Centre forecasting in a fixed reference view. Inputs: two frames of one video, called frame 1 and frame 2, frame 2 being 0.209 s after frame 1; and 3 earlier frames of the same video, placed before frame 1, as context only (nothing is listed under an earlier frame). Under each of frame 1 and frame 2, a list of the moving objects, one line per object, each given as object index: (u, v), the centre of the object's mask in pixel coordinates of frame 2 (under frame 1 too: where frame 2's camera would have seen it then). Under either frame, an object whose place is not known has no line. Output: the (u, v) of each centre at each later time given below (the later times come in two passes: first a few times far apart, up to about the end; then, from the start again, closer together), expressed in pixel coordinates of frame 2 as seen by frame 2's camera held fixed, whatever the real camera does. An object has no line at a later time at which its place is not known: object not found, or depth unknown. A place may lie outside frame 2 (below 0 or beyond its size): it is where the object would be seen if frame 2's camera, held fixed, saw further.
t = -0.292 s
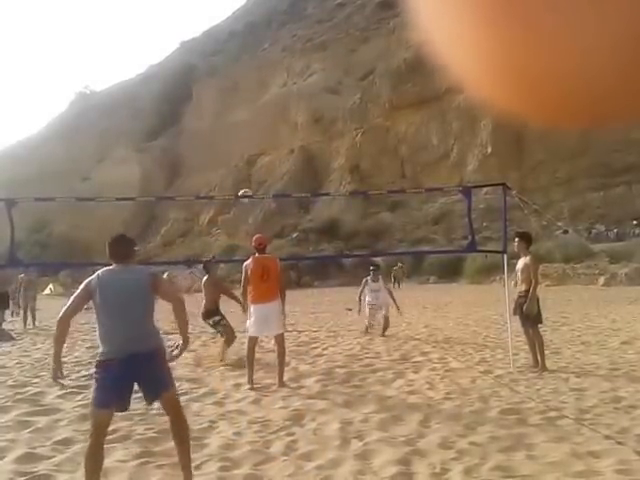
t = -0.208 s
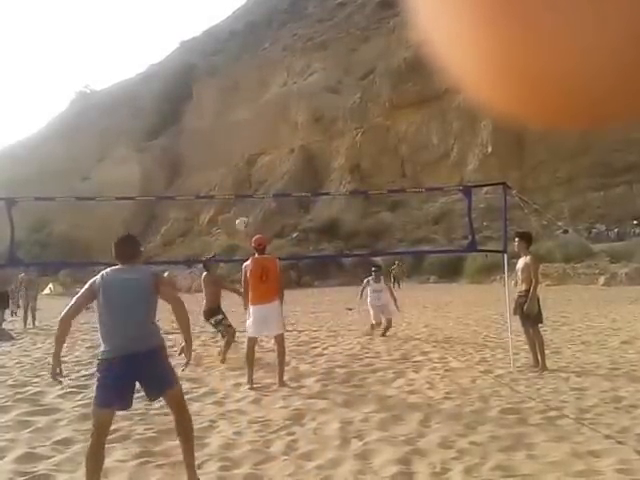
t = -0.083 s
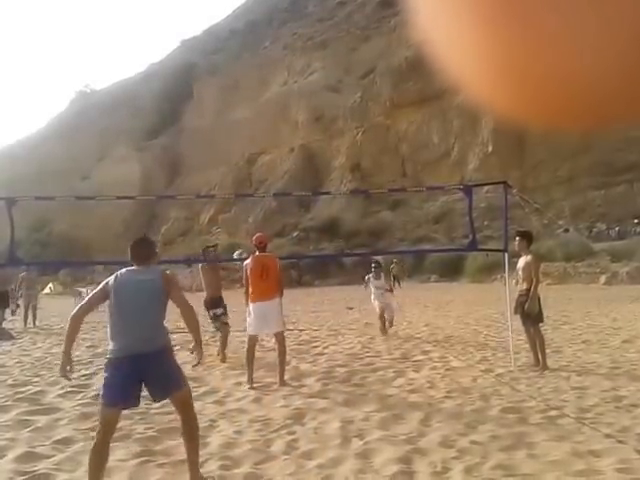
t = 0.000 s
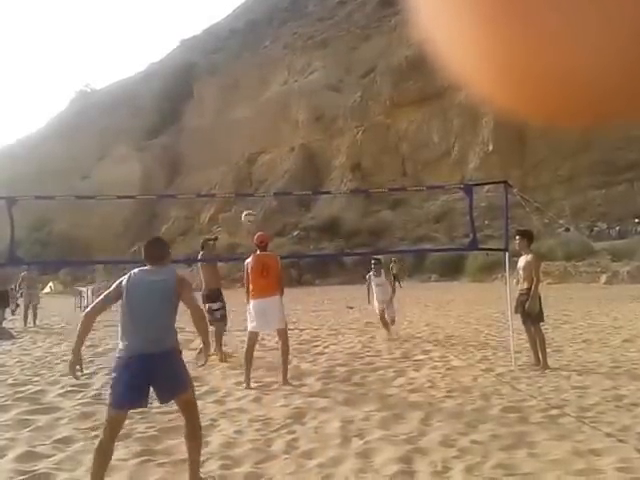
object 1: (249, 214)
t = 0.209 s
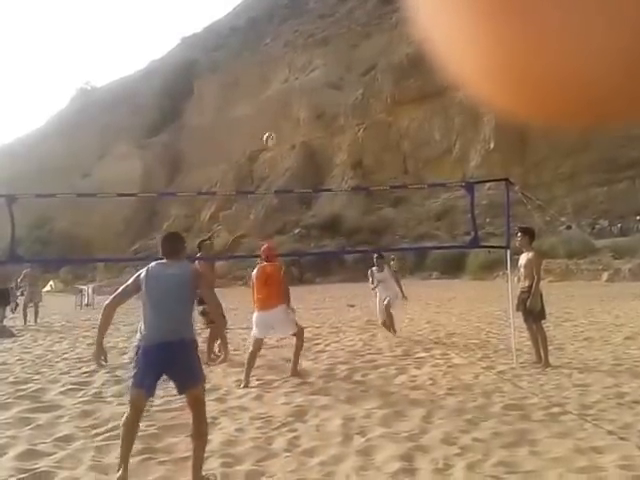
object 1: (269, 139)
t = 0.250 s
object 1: (274, 126)
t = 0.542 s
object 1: (304, 77)
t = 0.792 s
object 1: (333, 79)
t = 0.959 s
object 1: (351, 99)
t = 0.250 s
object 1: (274, 126)
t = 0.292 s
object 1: (278, 116)
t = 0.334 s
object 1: (282, 107)
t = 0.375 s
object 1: (286, 98)
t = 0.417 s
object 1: (291, 91)
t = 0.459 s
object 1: (295, 85)
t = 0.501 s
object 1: (300, 81)
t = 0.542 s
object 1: (304, 77)
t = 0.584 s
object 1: (308, 74)
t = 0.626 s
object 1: (313, 72)
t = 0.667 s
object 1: (317, 72)
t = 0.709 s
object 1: (322, 72)
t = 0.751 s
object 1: (327, 75)
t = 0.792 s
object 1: (333, 79)
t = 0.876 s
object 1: (342, 86)
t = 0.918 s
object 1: (347, 93)
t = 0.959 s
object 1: (351, 99)
